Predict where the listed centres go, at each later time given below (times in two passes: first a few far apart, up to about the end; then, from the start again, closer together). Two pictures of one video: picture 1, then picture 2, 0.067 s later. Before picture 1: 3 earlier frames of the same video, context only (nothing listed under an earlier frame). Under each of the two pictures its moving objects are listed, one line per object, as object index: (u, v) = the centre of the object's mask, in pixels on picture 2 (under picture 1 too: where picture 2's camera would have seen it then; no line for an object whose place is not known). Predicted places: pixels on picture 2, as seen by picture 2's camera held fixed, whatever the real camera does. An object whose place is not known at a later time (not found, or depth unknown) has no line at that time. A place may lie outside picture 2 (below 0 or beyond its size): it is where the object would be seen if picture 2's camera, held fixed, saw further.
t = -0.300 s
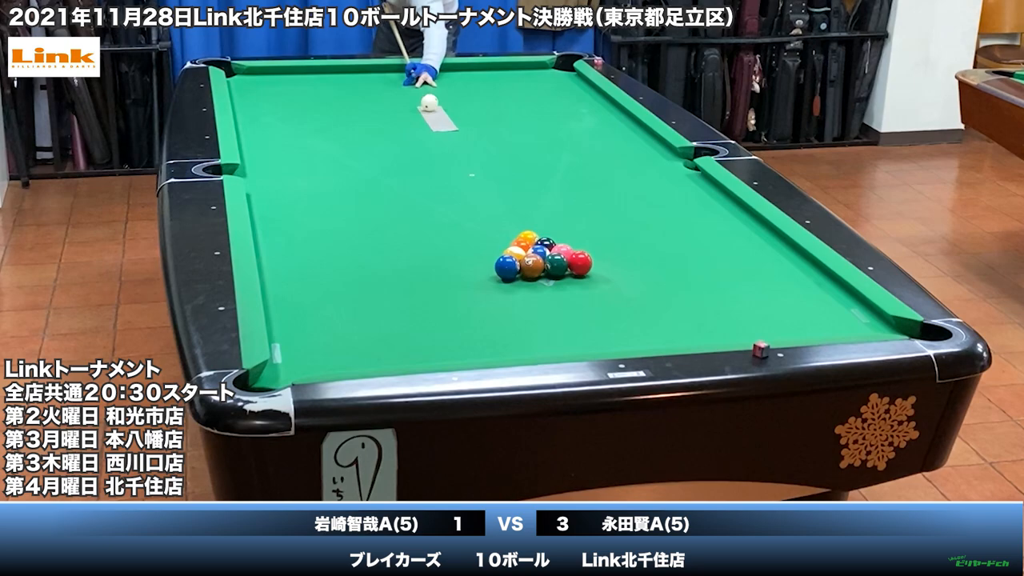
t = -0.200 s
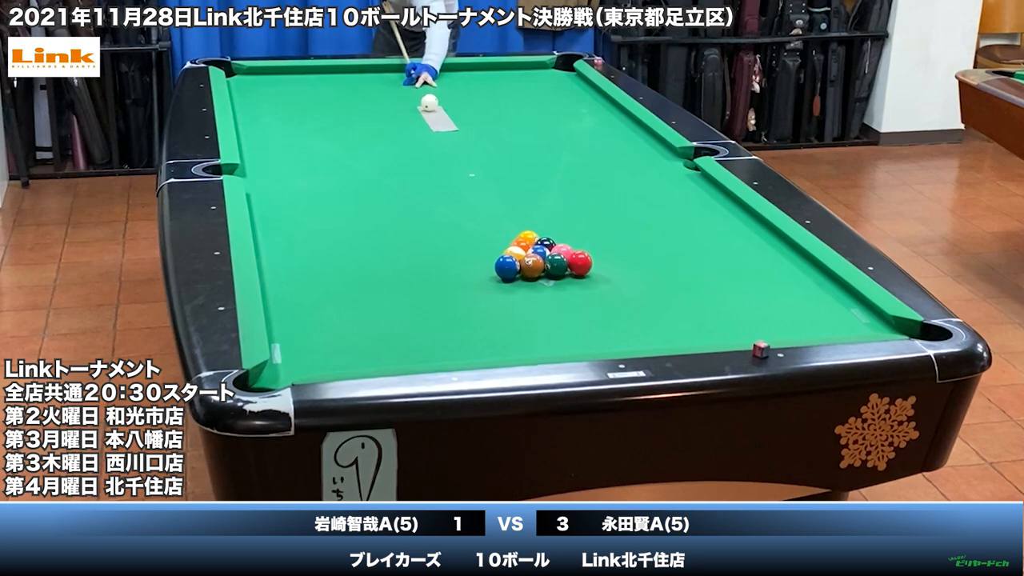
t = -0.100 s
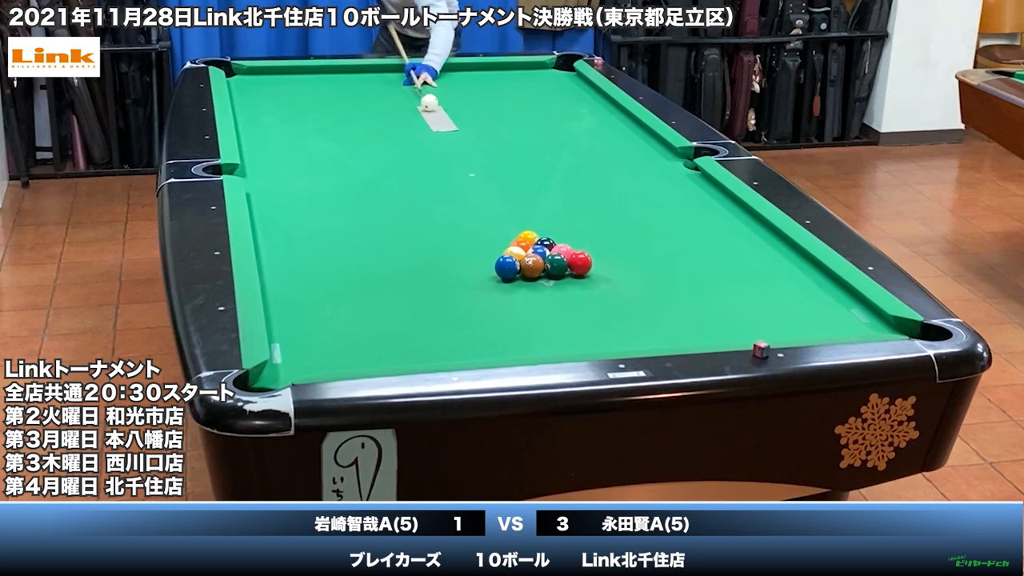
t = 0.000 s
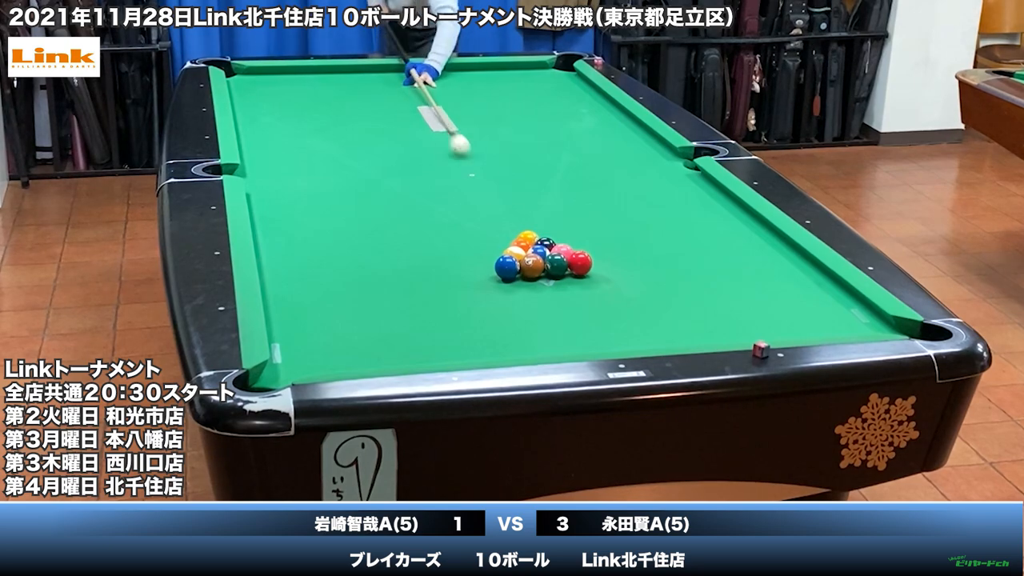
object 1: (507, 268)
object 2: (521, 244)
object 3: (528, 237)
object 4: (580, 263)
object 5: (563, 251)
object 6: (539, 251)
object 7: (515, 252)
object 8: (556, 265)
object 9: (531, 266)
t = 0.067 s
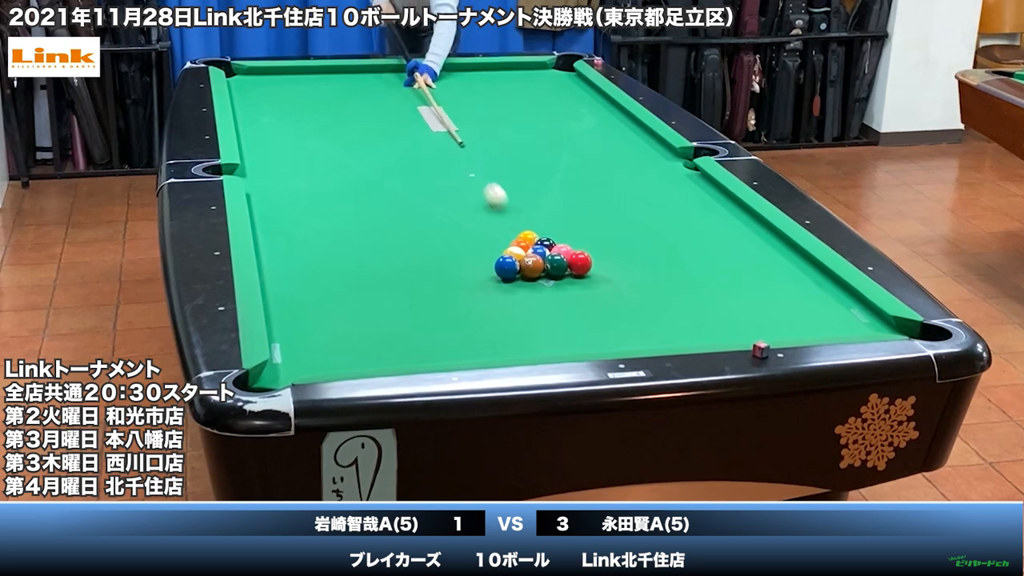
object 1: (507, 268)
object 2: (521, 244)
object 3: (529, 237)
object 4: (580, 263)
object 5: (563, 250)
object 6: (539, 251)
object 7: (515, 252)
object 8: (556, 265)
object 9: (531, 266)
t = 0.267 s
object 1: (421, 355)
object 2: (492, 242)
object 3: (526, 234)
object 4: (778, 331)
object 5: (604, 254)
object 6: (539, 255)
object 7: (491, 264)
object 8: (605, 307)
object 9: (510, 302)
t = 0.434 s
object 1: (332, 306)
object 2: (466, 236)
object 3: (525, 228)
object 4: (783, 279)
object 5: (641, 252)
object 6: (541, 253)
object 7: (470, 270)
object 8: (650, 340)
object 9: (489, 337)
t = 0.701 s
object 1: (285, 245)
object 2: (427, 226)
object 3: (524, 219)
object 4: (735, 224)
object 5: (700, 250)
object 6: (538, 251)
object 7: (433, 280)
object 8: (631, 307)
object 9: (446, 340)
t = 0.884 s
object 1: (305, 213)
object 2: (401, 220)
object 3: (523, 213)
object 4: (677, 197)
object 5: (739, 248)
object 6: (540, 249)
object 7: (410, 286)
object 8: (620, 287)
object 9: (418, 324)
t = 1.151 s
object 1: (329, 172)
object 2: (367, 211)
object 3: (522, 206)
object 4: (603, 163)
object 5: (783, 246)
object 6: (536, 249)
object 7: (371, 289)
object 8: (606, 259)
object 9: (382, 306)
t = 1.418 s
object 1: (349, 139)
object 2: (334, 203)
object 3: (521, 199)
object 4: (542, 134)
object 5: (754, 243)
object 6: (533, 248)
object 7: (325, 283)
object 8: (594, 235)
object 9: (361, 306)
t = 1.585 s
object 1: (359, 121)
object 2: (315, 198)
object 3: (520, 196)
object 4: (508, 118)
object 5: (737, 241)
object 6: (531, 252)
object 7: (297, 278)
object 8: (587, 222)
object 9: (350, 307)
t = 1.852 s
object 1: (374, 97)
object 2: (286, 191)
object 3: (519, 190)
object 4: (459, 96)
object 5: (712, 238)
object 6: (532, 249)
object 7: (276, 269)
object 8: (577, 203)
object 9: (332, 308)
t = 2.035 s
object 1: (382, 82)
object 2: (267, 187)
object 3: (518, 187)
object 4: (430, 82)
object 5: (696, 237)
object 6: (532, 249)
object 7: (289, 264)
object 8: (570, 191)
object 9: (321, 308)
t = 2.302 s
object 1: (393, 71)
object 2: (259, 181)
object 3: (517, 183)
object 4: (406, 68)
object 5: (674, 234)
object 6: (532, 248)
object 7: (306, 257)
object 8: (562, 175)
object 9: (307, 309)
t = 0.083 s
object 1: (507, 268)
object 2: (521, 244)
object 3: (529, 237)
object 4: (580, 263)
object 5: (563, 250)
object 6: (539, 251)
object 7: (515, 252)
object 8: (556, 265)
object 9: (532, 266)
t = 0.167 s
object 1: (478, 301)
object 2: (509, 244)
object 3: (527, 237)
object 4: (652, 290)
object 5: (580, 255)
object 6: (539, 256)
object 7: (504, 261)
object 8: (574, 280)
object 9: (523, 280)
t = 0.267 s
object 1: (421, 355)
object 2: (492, 242)
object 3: (526, 234)
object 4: (778, 331)
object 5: (604, 254)
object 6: (539, 255)
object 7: (491, 264)
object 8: (605, 307)
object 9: (510, 302)
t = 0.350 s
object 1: (372, 330)
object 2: (479, 240)
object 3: (526, 231)
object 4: (780, 304)
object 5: (623, 253)
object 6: (540, 254)
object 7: (478, 268)
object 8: (629, 327)
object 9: (500, 320)
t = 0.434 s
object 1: (332, 306)
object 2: (466, 236)
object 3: (525, 228)
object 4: (783, 279)
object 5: (641, 252)
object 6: (541, 253)
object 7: (470, 270)
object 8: (650, 340)
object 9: (489, 337)
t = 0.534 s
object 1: (291, 281)
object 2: (451, 233)
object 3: (525, 224)
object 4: (788, 254)
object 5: (664, 251)
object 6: (541, 252)
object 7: (456, 274)
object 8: (642, 329)
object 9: (475, 353)
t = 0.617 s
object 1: (272, 262)
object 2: (439, 229)
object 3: (524, 221)
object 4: (766, 238)
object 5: (682, 250)
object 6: (538, 251)
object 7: (446, 277)
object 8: (636, 318)
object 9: (460, 347)
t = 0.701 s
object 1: (285, 245)
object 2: (427, 226)
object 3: (524, 219)
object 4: (735, 224)
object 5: (700, 250)
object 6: (538, 251)
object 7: (433, 280)
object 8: (631, 307)
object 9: (446, 340)
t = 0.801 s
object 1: (296, 227)
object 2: (413, 223)
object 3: (524, 216)
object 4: (702, 209)
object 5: (721, 249)
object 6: (538, 250)
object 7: (421, 283)
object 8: (625, 296)
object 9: (430, 331)
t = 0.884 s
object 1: (305, 213)
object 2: (401, 220)
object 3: (523, 213)
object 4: (677, 197)
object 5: (739, 248)
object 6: (540, 249)
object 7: (410, 286)
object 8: (620, 287)
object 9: (418, 324)
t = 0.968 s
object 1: (313, 199)
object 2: (390, 217)
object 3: (522, 211)
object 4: (652, 186)
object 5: (756, 248)
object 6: (539, 249)
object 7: (399, 289)
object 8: (615, 278)
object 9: (405, 316)
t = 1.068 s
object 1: (322, 184)
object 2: (377, 214)
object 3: (522, 208)
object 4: (625, 172)
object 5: (776, 247)
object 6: (537, 248)
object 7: (386, 289)
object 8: (610, 267)
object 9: (390, 308)
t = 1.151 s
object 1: (329, 172)
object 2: (367, 211)
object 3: (522, 206)
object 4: (603, 163)
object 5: (783, 246)
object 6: (536, 249)
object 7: (371, 289)
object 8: (606, 259)
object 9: (382, 306)
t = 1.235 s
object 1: (336, 161)
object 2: (356, 208)
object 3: (521, 203)
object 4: (583, 153)
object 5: (774, 245)
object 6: (535, 248)
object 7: (357, 288)
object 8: (602, 251)
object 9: (376, 305)
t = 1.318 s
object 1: (342, 151)
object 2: (346, 206)
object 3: (521, 202)
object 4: (564, 144)
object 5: (764, 244)
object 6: (534, 248)
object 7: (343, 286)
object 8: (598, 244)
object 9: (369, 306)
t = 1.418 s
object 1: (349, 139)
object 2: (334, 203)
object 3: (521, 199)
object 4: (542, 134)
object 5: (754, 243)
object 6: (533, 248)
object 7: (325, 283)
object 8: (594, 235)
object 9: (361, 306)
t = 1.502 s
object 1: (354, 130)
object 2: (324, 200)
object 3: (521, 197)
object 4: (524, 126)
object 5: (745, 242)
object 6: (532, 248)
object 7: (311, 280)
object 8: (590, 228)
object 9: (355, 307)
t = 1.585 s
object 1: (359, 121)
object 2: (315, 198)
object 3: (520, 196)
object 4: (508, 118)
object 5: (737, 241)
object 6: (531, 252)
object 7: (297, 278)
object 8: (587, 222)
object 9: (350, 307)
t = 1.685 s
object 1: (365, 112)
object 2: (304, 196)
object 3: (519, 193)
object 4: (489, 109)
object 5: (727, 240)
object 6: (531, 252)
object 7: (281, 275)
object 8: (583, 214)
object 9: (343, 307)
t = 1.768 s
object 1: (369, 104)
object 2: (295, 193)
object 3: (519, 192)
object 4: (474, 102)
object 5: (719, 239)
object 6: (532, 249)
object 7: (270, 272)
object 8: (580, 208)
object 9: (337, 307)
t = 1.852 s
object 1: (374, 97)
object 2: (286, 191)
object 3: (519, 190)
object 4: (459, 96)
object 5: (712, 238)
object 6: (532, 249)
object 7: (276, 269)
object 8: (577, 203)
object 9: (332, 308)
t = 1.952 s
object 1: (378, 88)
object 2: (276, 189)
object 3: (518, 188)
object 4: (443, 88)
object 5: (703, 238)
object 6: (533, 249)
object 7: (283, 267)
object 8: (573, 196)
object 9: (326, 308)
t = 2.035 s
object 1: (382, 82)
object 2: (267, 187)
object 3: (518, 187)
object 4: (430, 82)
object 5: (696, 237)
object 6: (532, 249)
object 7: (289, 264)
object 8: (570, 191)
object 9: (321, 308)
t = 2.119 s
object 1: (386, 75)
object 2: (259, 185)
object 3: (518, 185)
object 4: (417, 76)
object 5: (689, 236)
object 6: (532, 249)
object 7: (295, 262)
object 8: (568, 185)
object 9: (317, 308)
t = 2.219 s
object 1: (387, 68)
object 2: (256, 183)
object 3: (517, 184)
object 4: (405, 69)
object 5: (680, 235)
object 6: (532, 248)
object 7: (301, 259)
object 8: (565, 180)
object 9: (311, 309)
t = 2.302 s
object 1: (393, 71)
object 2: (259, 181)
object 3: (517, 183)
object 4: (406, 68)
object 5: (674, 234)
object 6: (532, 248)
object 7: (306, 257)
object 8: (562, 175)
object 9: (307, 309)
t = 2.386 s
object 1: (396, 75)
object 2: (263, 180)
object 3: (517, 181)
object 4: (408, 70)
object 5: (668, 234)
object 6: (532, 249)
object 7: (311, 255)
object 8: (560, 170)
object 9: (303, 309)
